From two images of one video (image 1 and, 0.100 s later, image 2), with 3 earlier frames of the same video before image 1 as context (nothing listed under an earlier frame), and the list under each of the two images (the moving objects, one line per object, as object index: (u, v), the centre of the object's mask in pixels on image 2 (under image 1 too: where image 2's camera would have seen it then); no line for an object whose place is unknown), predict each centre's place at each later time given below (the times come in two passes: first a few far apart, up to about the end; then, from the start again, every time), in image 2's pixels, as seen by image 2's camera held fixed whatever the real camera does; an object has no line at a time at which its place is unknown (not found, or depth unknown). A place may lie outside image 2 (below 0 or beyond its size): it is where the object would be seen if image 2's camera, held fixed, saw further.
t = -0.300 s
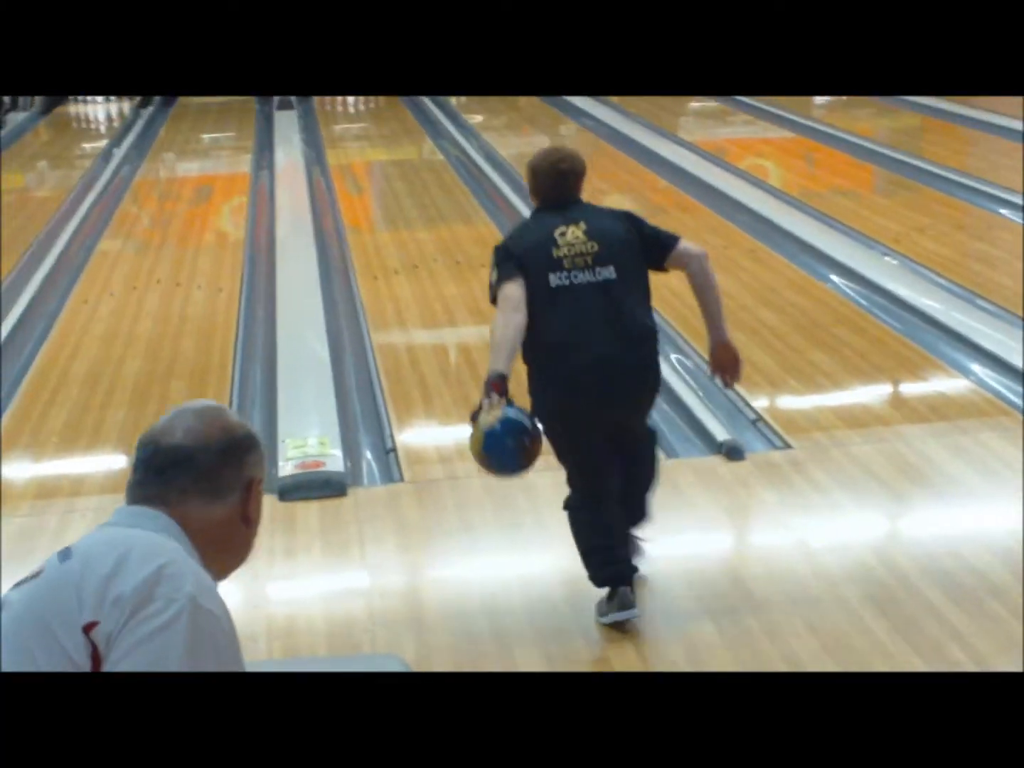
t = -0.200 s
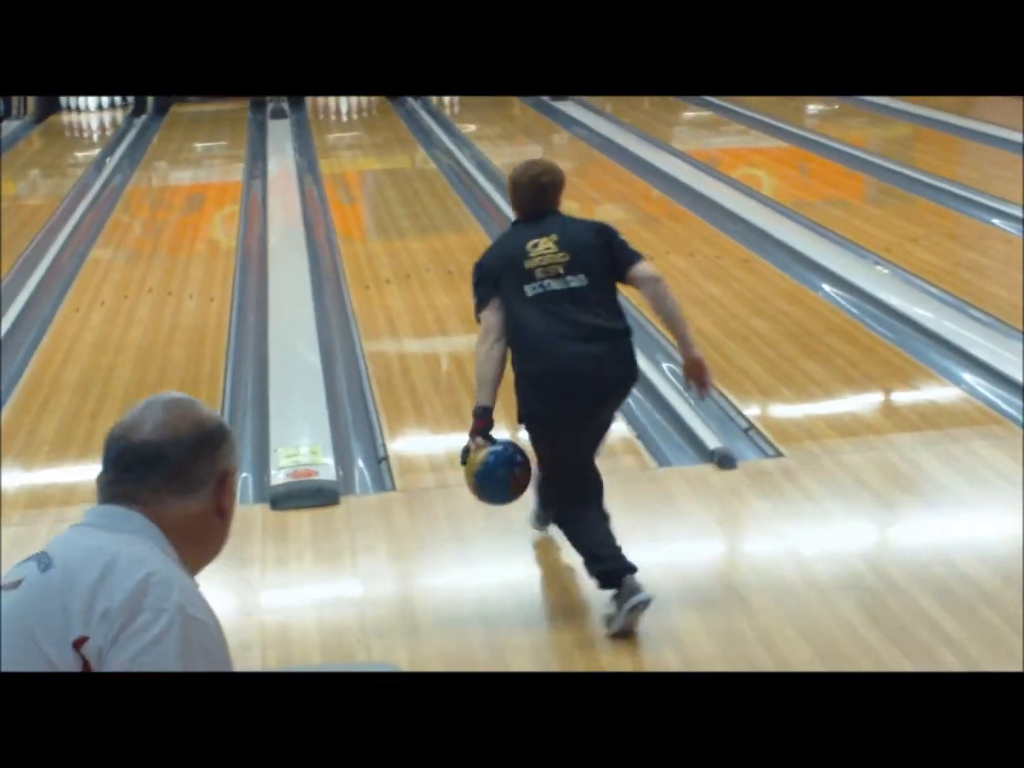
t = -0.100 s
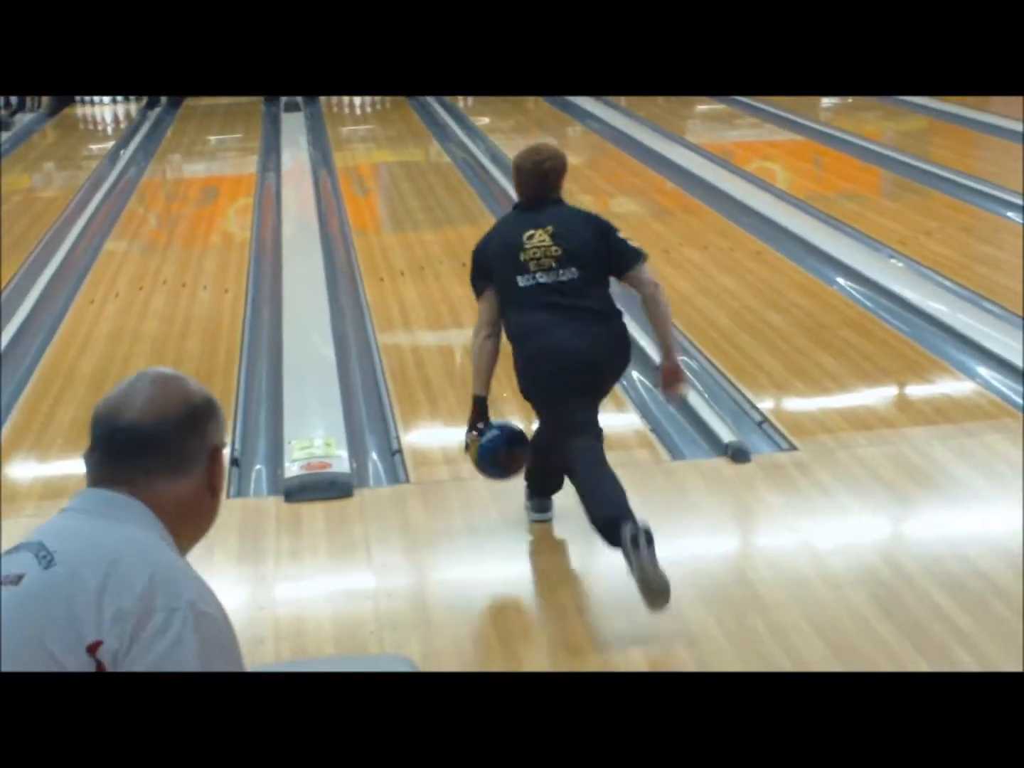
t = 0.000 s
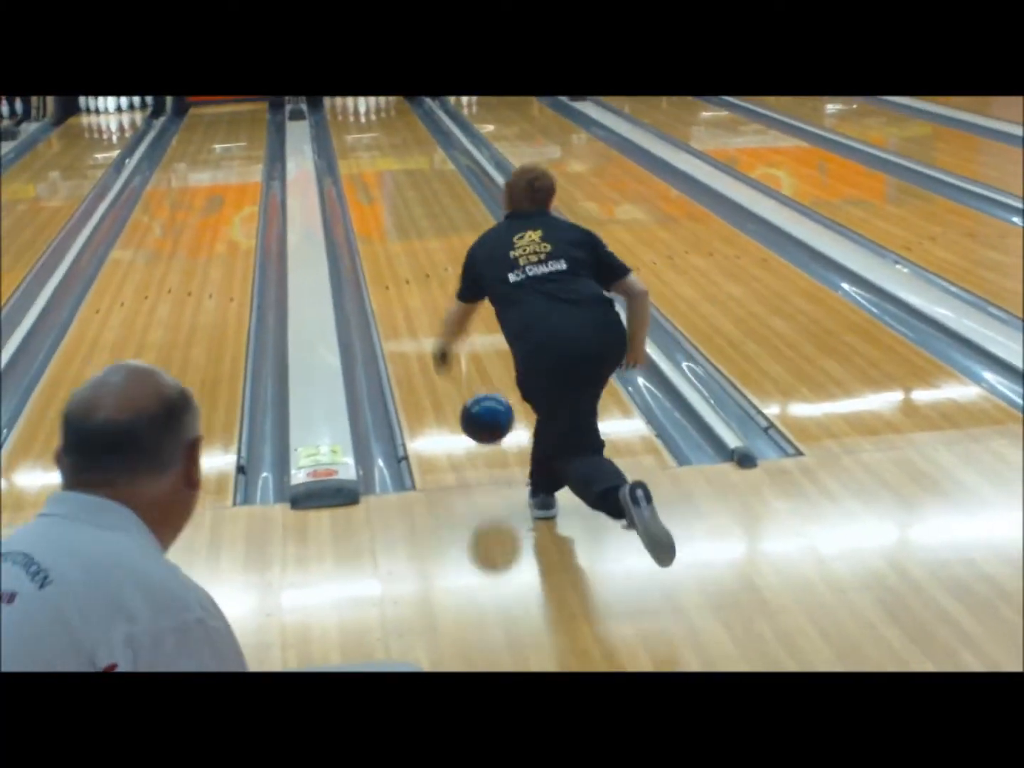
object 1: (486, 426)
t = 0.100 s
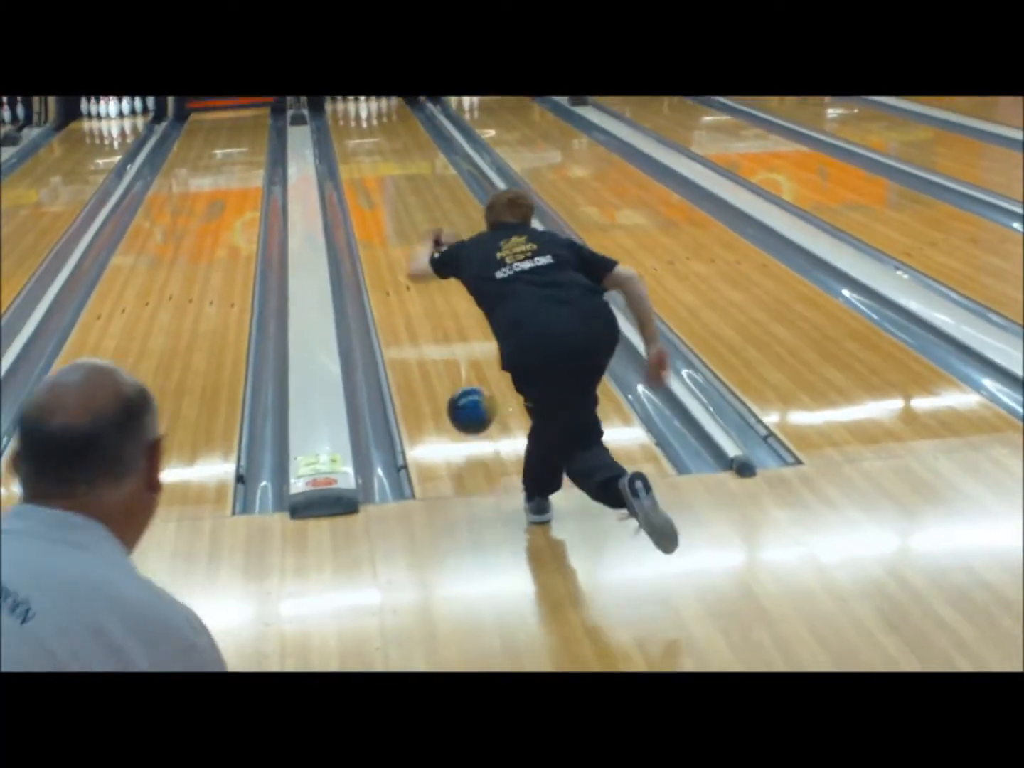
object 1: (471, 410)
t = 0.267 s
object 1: (451, 361)
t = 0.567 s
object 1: (414, 285)
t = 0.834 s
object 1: (406, 235)
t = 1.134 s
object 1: (393, 194)
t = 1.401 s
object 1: (385, 167)
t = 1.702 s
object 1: (377, 142)
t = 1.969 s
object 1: (373, 125)
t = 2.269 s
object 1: (371, 107)
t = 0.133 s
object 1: (467, 409)
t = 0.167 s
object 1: (463, 395)
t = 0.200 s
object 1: (459, 381)
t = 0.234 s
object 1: (454, 369)
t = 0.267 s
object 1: (451, 361)
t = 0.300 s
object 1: (447, 352)
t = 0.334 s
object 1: (444, 342)
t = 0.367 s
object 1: (440, 332)
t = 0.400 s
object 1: (437, 324)
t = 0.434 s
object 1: (434, 315)
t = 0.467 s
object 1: (431, 306)
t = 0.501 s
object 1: (428, 299)
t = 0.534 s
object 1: (426, 292)
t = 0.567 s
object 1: (414, 285)
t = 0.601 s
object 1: (416, 277)
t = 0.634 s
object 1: (415, 271)
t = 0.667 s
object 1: (414, 264)
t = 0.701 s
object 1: (414, 258)
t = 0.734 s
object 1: (413, 252)
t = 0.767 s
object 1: (411, 246)
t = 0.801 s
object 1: (409, 240)
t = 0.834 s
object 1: (406, 235)
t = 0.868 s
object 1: (404, 231)
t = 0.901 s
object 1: (402, 226)
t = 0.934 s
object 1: (401, 220)
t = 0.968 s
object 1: (400, 215)
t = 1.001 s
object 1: (399, 211)
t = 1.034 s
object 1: (397, 207)
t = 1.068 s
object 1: (397, 203)
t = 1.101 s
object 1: (395, 199)
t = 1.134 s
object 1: (393, 194)
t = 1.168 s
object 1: (392, 191)
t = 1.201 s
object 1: (391, 187)
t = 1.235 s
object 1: (389, 184)
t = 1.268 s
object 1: (387, 180)
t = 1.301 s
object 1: (387, 176)
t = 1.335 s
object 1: (387, 173)
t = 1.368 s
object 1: (386, 170)
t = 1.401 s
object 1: (385, 167)
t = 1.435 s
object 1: (384, 163)
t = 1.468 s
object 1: (383, 161)
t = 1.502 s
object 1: (382, 158)
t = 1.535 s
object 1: (382, 155)
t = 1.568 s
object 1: (380, 152)
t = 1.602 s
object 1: (379, 150)
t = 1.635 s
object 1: (378, 147)
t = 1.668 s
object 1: (377, 145)
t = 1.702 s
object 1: (377, 142)
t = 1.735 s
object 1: (377, 140)
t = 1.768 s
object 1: (375, 137)
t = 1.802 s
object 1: (375, 135)
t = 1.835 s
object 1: (375, 133)
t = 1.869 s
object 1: (376, 131)
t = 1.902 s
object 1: (375, 129)
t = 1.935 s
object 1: (374, 127)
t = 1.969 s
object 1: (373, 125)
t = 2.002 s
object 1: (373, 122)
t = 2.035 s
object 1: (372, 120)
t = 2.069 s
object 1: (372, 118)
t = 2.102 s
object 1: (371, 116)
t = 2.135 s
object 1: (370, 114)
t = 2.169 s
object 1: (371, 112)
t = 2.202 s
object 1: (371, 110)
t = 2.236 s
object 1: (371, 108)
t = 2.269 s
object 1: (371, 107)
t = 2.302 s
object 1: (370, 106)
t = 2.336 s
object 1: (371, 104)
